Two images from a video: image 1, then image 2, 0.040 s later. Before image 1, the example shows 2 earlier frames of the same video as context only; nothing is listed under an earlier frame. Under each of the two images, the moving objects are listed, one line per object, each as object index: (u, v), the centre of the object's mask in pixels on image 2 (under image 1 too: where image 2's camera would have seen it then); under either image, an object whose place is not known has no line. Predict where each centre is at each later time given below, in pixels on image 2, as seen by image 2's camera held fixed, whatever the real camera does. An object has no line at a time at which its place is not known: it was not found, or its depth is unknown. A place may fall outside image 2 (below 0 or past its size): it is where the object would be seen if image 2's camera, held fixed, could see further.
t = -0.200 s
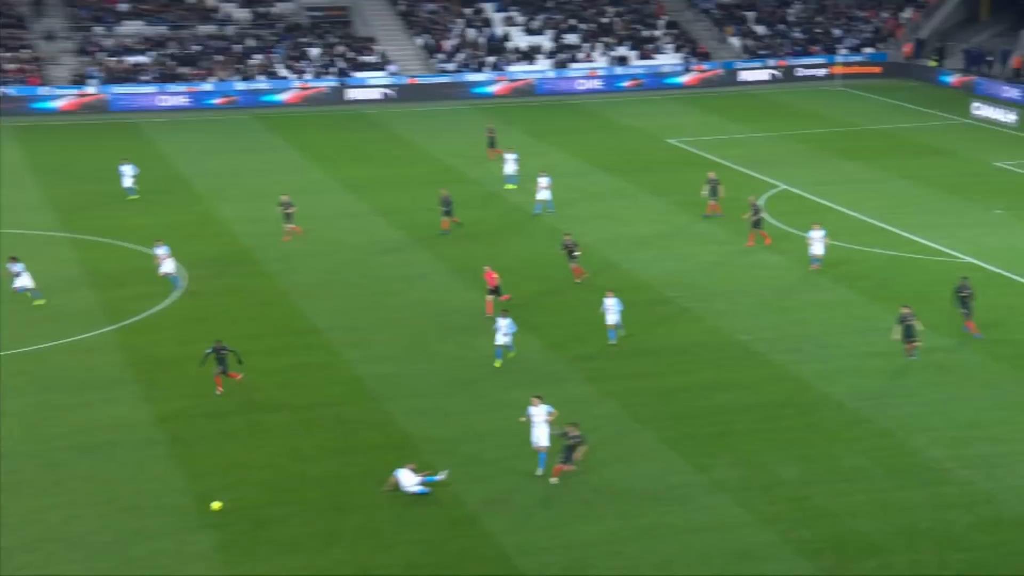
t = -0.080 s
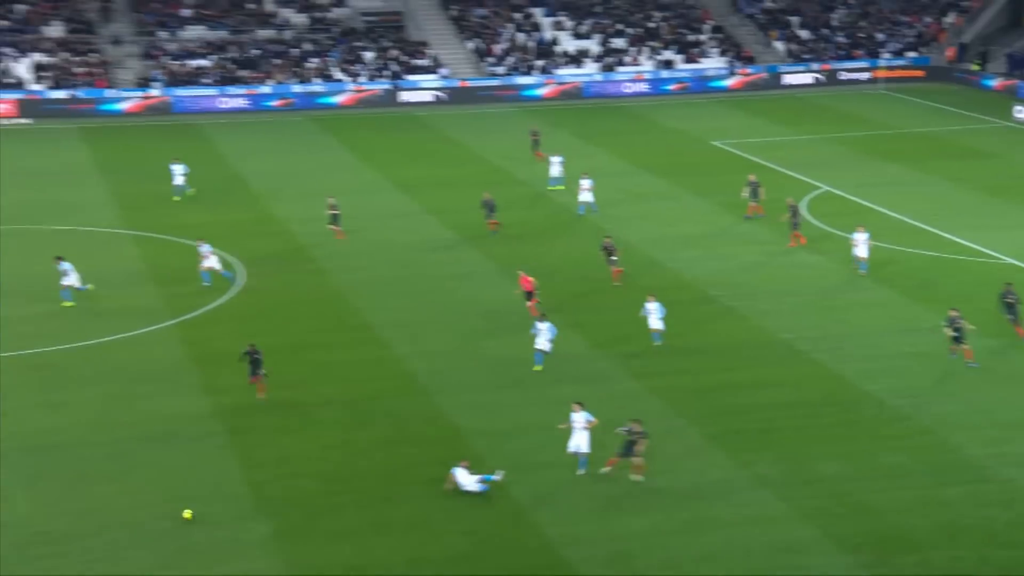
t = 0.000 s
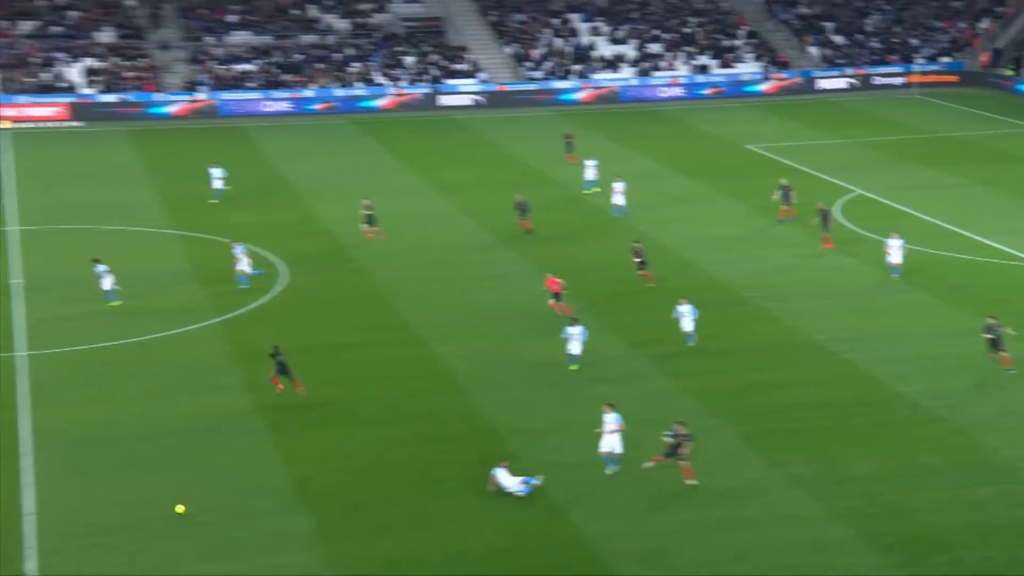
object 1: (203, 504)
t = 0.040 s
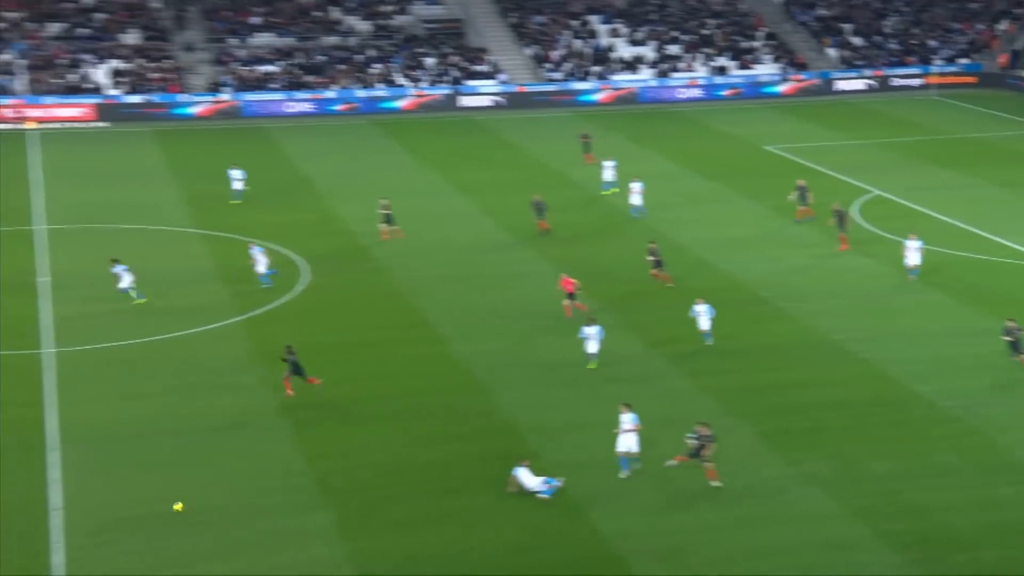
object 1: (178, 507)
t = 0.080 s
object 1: (152, 510)
